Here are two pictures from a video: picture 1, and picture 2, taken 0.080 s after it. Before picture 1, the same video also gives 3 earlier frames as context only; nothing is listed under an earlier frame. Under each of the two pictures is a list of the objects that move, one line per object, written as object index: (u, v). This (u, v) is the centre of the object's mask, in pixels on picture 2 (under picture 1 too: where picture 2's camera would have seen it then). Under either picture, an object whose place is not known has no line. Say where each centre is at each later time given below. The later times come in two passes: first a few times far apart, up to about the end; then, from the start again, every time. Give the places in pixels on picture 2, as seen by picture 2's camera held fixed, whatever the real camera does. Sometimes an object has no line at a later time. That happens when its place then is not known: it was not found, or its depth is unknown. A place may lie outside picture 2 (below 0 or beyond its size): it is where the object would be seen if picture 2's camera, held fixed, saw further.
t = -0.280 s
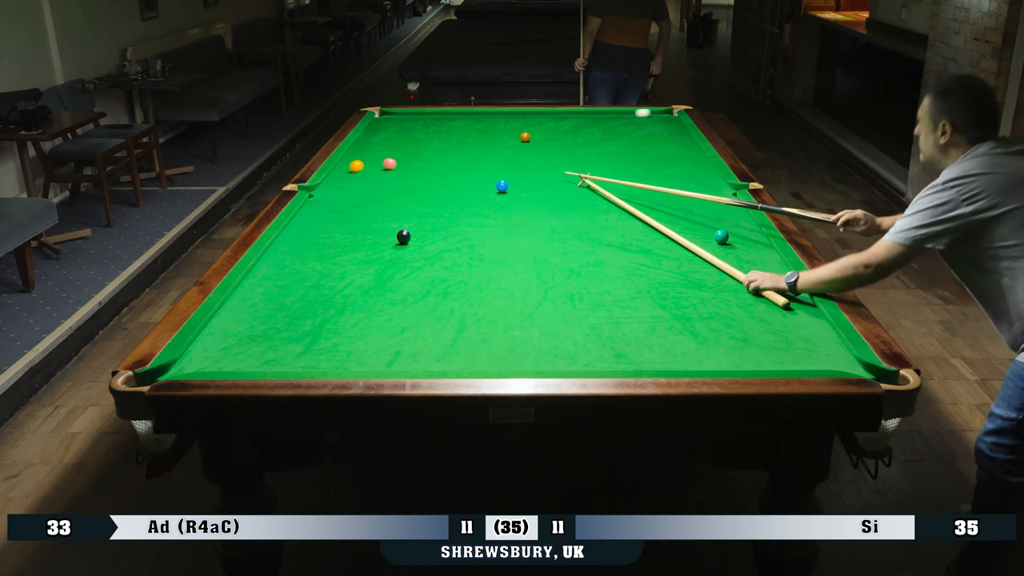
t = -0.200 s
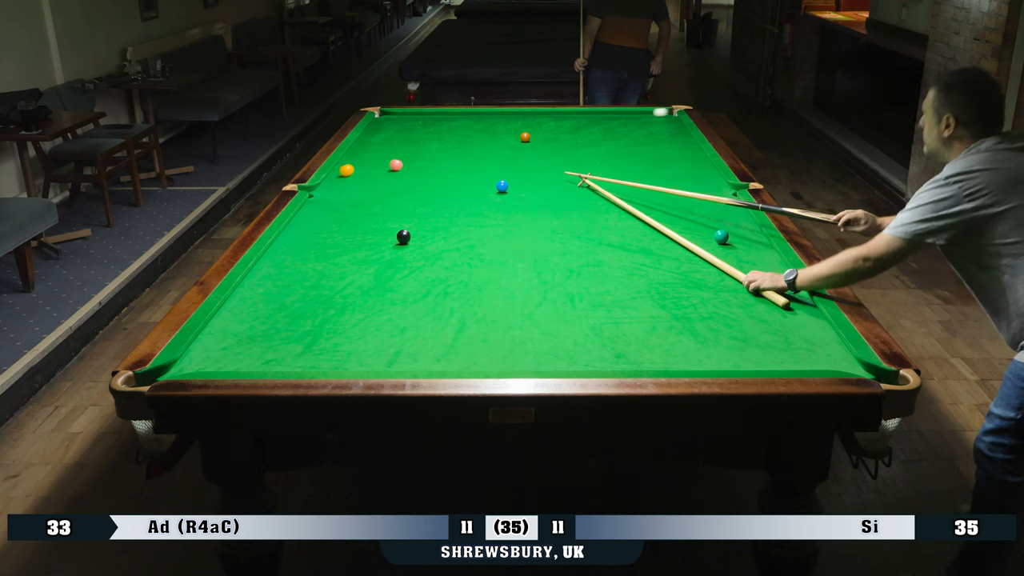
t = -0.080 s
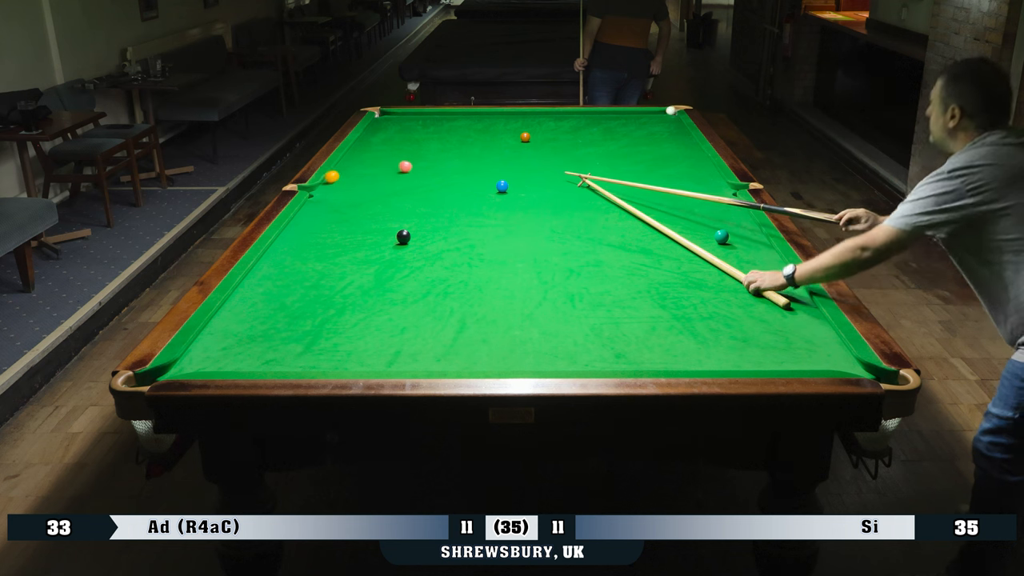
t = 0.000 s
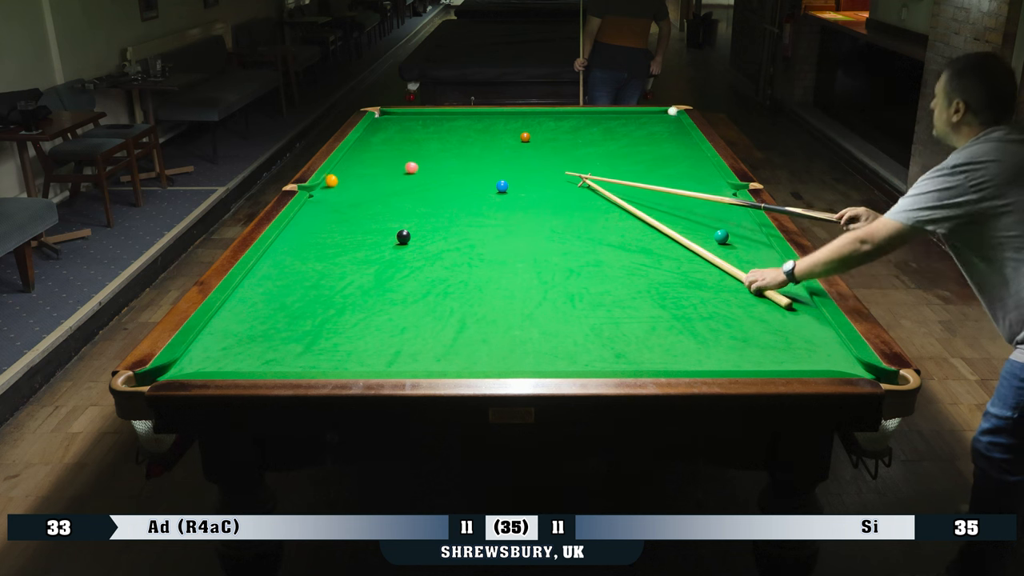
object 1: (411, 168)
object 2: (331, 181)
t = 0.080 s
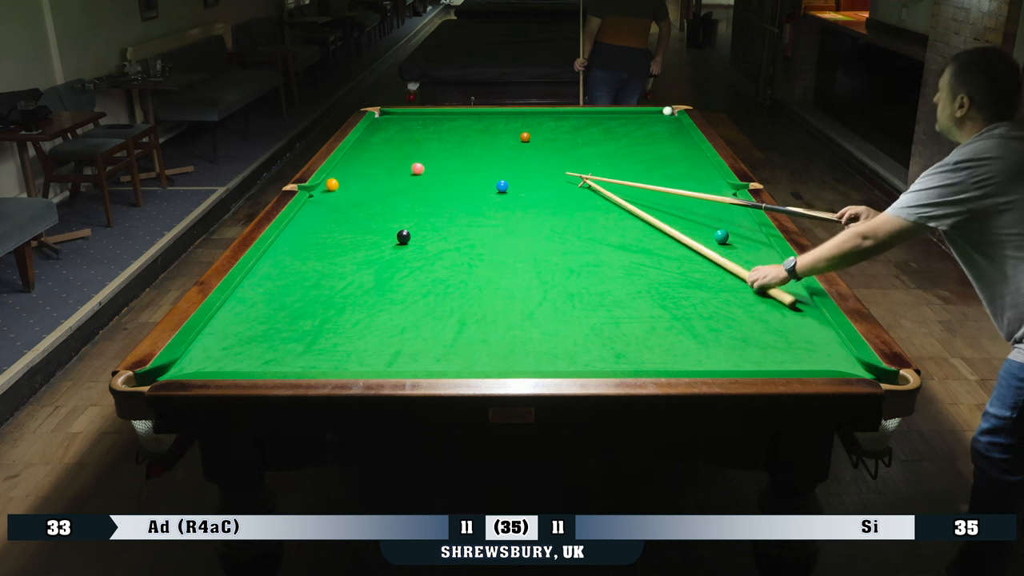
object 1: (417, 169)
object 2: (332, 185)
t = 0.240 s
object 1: (429, 171)
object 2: (333, 192)
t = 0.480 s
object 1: (447, 174)
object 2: (335, 205)
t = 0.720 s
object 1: (464, 176)
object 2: (338, 217)
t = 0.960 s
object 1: (481, 180)
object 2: (342, 231)
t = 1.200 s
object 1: (495, 181)
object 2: (345, 245)
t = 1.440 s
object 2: (350, 260)
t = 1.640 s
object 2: (353, 273)
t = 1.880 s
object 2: (358, 289)
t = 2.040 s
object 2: (362, 300)
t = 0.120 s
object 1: (420, 169)
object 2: (332, 187)
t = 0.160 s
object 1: (423, 170)
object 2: (332, 189)
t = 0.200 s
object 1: (426, 170)
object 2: (333, 191)
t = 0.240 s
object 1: (429, 171)
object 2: (333, 192)
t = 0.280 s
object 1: (432, 171)
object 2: (333, 194)
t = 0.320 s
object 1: (435, 172)
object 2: (334, 196)
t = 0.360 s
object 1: (438, 172)
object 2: (334, 199)
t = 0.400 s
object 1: (441, 173)
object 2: (334, 201)
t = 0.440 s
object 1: (444, 173)
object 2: (335, 203)
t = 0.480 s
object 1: (447, 174)
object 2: (335, 205)
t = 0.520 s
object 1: (450, 174)
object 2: (335, 207)
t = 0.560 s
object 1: (453, 175)
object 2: (336, 209)
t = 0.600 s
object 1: (456, 175)
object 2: (337, 211)
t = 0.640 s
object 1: (458, 176)
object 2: (337, 213)
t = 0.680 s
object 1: (461, 176)
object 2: (338, 215)
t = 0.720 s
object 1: (464, 176)
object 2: (338, 217)
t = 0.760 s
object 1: (467, 177)
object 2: (339, 220)
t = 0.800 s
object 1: (470, 178)
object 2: (339, 222)
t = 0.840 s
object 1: (472, 178)
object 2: (340, 224)
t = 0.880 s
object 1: (475, 178)
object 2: (340, 226)
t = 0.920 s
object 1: (478, 179)
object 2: (341, 229)
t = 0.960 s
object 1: (481, 180)
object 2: (342, 231)
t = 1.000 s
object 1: (483, 180)
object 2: (342, 233)
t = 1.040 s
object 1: (486, 180)
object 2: (343, 235)
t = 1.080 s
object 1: (488, 181)
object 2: (343, 238)
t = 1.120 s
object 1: (491, 181)
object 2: (344, 240)
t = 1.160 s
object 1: (493, 181)
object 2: (345, 243)
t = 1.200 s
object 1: (495, 181)
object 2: (345, 245)
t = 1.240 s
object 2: (346, 248)
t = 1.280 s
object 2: (347, 250)
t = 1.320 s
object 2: (347, 252)
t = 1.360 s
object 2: (348, 255)
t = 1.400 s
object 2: (349, 257)
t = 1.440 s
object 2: (350, 260)
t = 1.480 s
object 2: (350, 262)
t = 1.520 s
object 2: (351, 265)
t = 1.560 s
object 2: (352, 267)
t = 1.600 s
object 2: (353, 270)
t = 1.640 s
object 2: (353, 273)
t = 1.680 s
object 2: (354, 275)
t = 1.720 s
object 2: (355, 278)
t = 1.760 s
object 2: (356, 281)
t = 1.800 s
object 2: (357, 283)
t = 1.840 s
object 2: (358, 286)
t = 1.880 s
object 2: (358, 289)
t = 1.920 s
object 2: (359, 292)
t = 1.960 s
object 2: (360, 294)
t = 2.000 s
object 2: (361, 297)
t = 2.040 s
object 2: (362, 300)
